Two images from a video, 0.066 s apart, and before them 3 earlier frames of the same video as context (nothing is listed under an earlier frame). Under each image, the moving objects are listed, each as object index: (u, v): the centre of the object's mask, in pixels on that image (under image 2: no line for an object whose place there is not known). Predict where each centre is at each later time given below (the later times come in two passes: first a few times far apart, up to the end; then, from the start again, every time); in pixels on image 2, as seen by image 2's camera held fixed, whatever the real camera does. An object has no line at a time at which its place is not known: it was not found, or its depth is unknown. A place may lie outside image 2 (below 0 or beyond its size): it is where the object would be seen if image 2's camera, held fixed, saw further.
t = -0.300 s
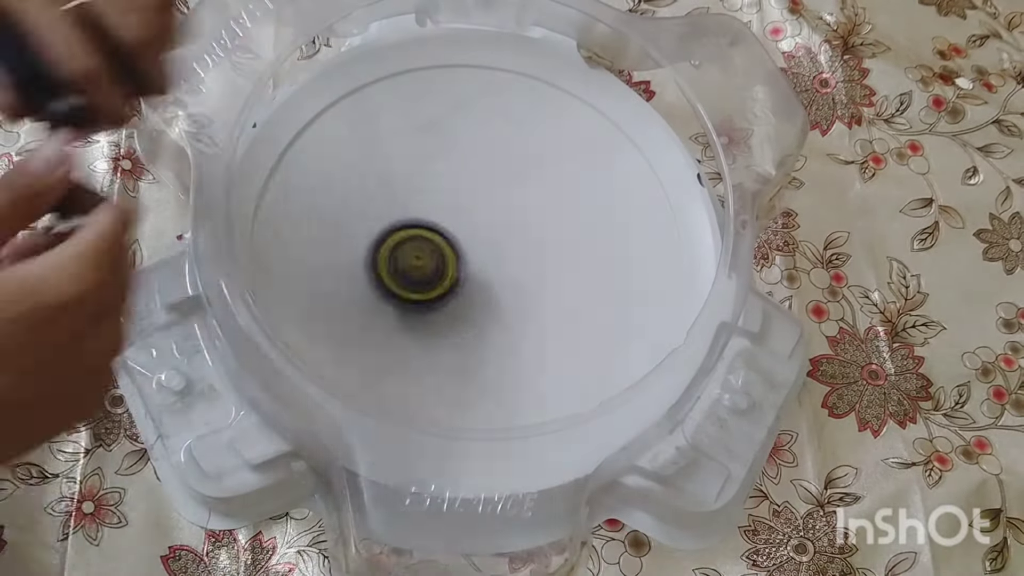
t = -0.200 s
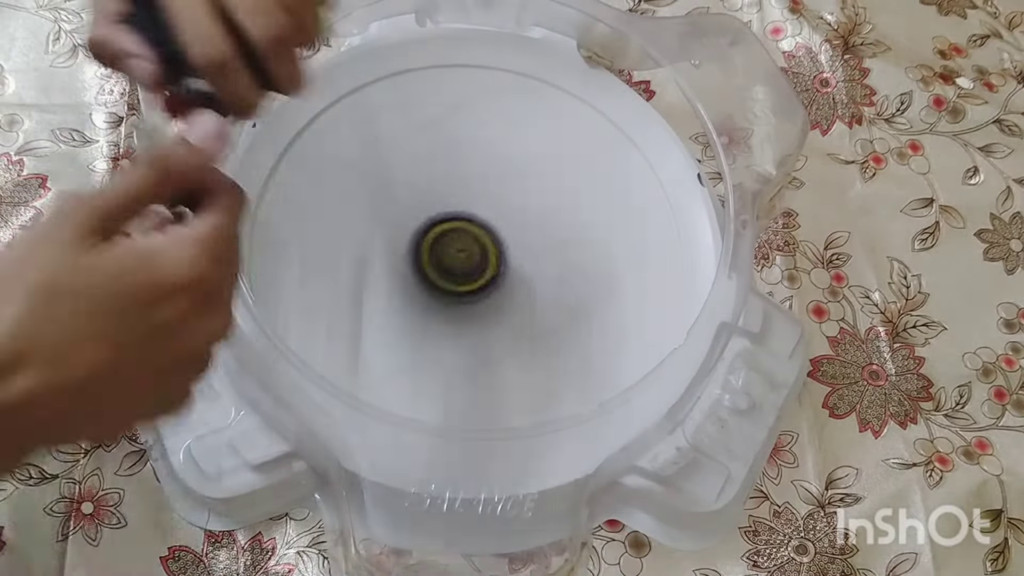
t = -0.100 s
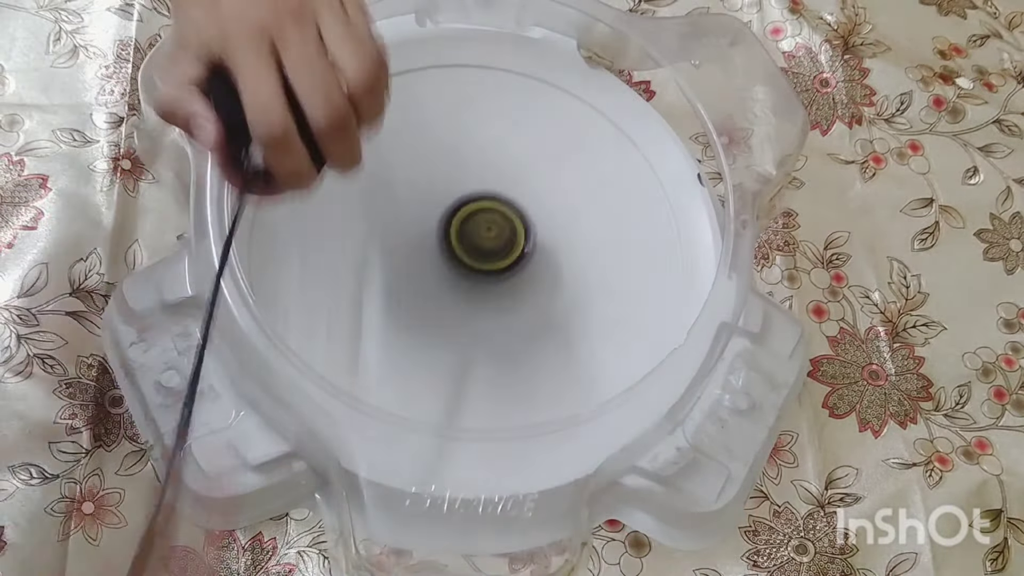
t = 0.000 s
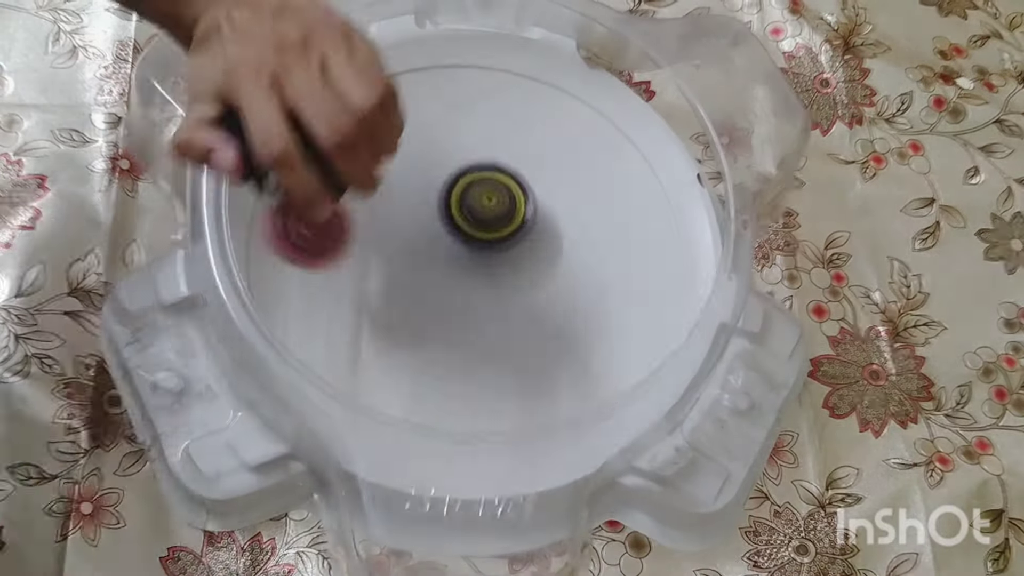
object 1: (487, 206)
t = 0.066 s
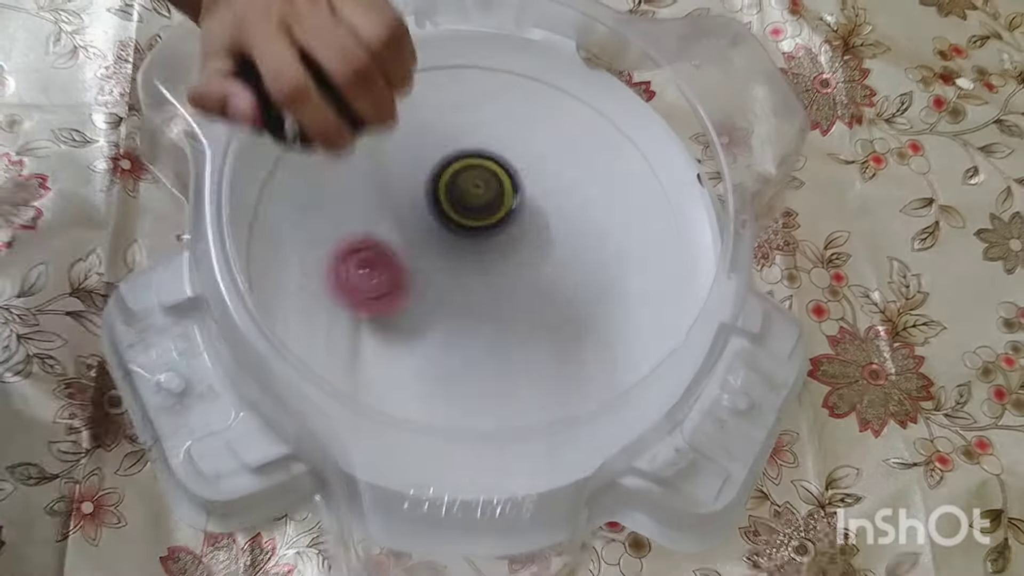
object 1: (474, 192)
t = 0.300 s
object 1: (435, 199)
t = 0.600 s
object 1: (505, 257)
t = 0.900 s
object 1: (523, 211)
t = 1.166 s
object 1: (482, 280)
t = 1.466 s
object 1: (523, 298)
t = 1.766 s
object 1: (460, 313)
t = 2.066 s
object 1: (471, 313)
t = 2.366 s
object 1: (407, 295)
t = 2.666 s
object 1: (409, 292)
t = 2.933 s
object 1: (404, 250)
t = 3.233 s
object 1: (410, 243)
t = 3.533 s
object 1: (445, 226)
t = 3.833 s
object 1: (467, 235)
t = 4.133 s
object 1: (490, 240)
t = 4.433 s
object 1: (501, 258)
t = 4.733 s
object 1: (493, 291)
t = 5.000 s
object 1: (475, 312)
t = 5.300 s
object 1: (466, 314)
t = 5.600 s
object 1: (431, 287)
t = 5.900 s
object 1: (394, 270)
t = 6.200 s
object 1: (408, 265)
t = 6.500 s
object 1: (452, 237)
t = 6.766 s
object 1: (460, 215)
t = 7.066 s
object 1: (461, 237)
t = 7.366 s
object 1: (497, 277)
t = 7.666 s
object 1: (522, 279)
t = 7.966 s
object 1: (482, 275)
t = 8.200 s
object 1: (442, 281)
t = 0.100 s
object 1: (466, 188)
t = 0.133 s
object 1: (459, 188)
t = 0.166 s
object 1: (455, 183)
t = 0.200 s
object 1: (451, 182)
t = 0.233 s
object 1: (444, 185)
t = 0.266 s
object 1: (439, 191)
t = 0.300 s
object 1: (435, 199)
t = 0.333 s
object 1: (434, 209)
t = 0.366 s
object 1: (437, 217)
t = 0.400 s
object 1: (442, 229)
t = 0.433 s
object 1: (449, 238)
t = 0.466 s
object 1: (459, 245)
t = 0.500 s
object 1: (470, 251)
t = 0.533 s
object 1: (482, 256)
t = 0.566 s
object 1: (493, 258)
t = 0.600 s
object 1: (505, 257)
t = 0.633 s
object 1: (515, 255)
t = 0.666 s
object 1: (524, 251)
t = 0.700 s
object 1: (531, 246)
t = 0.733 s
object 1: (535, 239)
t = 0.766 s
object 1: (537, 233)
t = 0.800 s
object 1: (536, 226)
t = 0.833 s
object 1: (533, 219)
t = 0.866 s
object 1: (529, 211)
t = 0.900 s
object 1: (523, 211)
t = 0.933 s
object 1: (512, 216)
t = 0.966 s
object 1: (502, 223)
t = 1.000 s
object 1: (494, 230)
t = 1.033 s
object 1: (488, 239)
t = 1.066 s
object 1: (483, 248)
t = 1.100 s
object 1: (481, 258)
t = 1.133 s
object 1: (480, 268)
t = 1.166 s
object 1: (482, 280)
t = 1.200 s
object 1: (486, 289)
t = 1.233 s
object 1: (490, 298)
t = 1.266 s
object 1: (496, 304)
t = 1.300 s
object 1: (503, 309)
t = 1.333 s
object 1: (510, 310)
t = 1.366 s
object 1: (517, 311)
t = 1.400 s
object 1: (522, 308)
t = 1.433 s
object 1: (525, 302)
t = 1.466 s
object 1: (523, 298)
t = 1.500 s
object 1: (519, 293)
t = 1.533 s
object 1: (513, 289)
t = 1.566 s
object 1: (504, 288)
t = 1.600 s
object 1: (496, 288)
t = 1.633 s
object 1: (486, 291)
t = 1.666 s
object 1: (478, 295)
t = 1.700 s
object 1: (469, 300)
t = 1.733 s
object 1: (463, 306)
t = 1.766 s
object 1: (460, 313)
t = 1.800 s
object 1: (457, 319)
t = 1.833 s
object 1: (458, 325)
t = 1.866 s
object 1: (458, 329)
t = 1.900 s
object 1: (461, 332)
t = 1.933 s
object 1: (465, 332)
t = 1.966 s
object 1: (469, 330)
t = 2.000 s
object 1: (471, 326)
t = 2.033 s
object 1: (472, 319)
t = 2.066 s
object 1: (471, 313)
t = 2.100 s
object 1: (467, 308)
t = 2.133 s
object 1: (460, 304)
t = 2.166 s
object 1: (452, 301)
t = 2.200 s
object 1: (444, 298)
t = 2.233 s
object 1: (436, 296)
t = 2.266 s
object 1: (428, 295)
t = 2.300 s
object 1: (420, 294)
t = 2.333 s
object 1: (413, 294)
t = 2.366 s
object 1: (407, 295)
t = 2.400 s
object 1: (402, 297)
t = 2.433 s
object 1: (399, 298)
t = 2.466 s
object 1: (397, 299)
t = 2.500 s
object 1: (397, 301)
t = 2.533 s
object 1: (399, 301)
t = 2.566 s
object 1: (401, 300)
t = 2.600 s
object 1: (404, 299)
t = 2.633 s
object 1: (407, 296)
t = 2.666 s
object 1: (409, 292)
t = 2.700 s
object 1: (411, 288)
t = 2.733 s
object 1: (412, 282)
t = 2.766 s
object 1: (411, 276)
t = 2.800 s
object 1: (411, 270)
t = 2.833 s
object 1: (409, 263)
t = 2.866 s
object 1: (408, 259)
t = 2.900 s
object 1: (406, 254)
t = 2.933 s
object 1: (404, 250)
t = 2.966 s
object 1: (403, 248)
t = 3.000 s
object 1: (402, 245)
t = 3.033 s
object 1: (401, 244)
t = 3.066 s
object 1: (400, 243)
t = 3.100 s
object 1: (401, 243)
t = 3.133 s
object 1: (401, 243)
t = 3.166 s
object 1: (404, 243)
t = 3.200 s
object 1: (407, 243)
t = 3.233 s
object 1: (410, 243)
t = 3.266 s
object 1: (415, 242)
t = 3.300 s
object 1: (421, 241)
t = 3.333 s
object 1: (427, 240)
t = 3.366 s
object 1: (432, 238)
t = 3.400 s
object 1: (437, 237)
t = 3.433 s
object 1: (441, 234)
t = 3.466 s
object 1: (442, 230)
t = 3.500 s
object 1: (444, 227)
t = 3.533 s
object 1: (445, 226)
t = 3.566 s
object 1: (445, 225)
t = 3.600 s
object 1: (445, 226)
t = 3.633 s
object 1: (446, 228)
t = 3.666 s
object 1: (448, 229)
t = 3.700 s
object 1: (450, 229)
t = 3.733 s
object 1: (454, 231)
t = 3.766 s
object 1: (458, 232)
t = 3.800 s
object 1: (463, 234)
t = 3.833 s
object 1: (467, 235)
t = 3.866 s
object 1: (470, 236)
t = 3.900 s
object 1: (473, 237)
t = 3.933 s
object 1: (477, 239)
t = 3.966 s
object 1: (479, 240)
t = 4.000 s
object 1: (481, 240)
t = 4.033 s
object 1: (482, 240)
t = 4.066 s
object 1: (485, 239)
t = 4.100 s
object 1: (488, 239)
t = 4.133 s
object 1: (490, 240)
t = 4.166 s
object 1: (493, 241)
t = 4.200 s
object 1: (495, 242)
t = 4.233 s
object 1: (498, 243)
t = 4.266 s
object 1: (499, 246)
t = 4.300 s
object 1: (501, 247)
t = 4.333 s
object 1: (501, 249)
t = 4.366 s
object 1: (501, 252)
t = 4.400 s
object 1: (501, 255)
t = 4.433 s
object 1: (501, 258)
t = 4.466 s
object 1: (499, 261)
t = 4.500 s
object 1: (499, 264)
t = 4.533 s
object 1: (499, 267)
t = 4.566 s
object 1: (498, 272)
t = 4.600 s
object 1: (497, 275)
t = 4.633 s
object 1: (496, 278)
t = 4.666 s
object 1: (496, 282)
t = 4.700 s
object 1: (494, 287)
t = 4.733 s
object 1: (493, 291)
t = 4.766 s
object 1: (491, 295)
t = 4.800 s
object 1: (489, 298)
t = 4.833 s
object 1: (488, 302)
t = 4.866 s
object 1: (487, 305)
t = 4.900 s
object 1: (485, 307)
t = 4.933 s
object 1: (483, 308)
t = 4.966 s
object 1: (480, 308)
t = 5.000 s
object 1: (475, 312)
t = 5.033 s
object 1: (472, 316)
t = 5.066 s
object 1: (471, 319)
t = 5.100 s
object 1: (470, 320)
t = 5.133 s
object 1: (471, 320)
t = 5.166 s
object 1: (471, 319)
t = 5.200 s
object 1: (471, 317)
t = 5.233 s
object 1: (470, 316)
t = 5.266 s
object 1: (468, 315)
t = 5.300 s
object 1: (466, 314)
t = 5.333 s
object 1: (462, 313)
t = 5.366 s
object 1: (459, 310)
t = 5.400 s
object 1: (455, 307)
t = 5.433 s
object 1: (453, 305)
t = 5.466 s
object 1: (450, 302)
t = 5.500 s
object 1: (446, 298)
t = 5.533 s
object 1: (441, 294)
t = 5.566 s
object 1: (437, 290)
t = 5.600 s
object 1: (431, 287)
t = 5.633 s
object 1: (425, 284)
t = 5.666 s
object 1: (420, 282)
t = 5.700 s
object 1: (415, 279)
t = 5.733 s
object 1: (410, 277)
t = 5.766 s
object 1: (406, 274)
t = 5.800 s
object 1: (401, 272)
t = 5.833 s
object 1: (397, 271)
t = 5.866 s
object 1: (395, 270)
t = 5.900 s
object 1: (394, 270)
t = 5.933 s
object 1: (393, 270)
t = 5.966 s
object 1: (393, 270)
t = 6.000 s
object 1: (393, 271)
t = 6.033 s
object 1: (394, 271)
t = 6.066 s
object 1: (396, 271)
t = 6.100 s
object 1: (399, 271)
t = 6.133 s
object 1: (402, 269)
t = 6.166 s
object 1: (405, 267)
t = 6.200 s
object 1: (408, 265)
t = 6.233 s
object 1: (410, 263)
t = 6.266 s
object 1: (415, 262)
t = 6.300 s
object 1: (420, 259)
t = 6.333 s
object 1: (424, 257)
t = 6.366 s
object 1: (431, 254)
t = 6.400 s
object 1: (437, 250)
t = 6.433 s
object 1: (443, 246)
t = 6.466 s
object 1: (448, 242)
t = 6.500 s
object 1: (452, 237)
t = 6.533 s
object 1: (456, 232)
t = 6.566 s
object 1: (459, 228)
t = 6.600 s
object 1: (460, 224)
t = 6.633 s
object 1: (461, 220)
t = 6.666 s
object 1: (461, 218)
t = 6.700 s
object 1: (461, 215)
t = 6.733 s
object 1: (461, 215)
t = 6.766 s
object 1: (460, 215)
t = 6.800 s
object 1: (459, 214)
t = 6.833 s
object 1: (459, 214)
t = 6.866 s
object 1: (458, 216)
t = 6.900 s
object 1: (457, 218)
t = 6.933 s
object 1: (457, 221)
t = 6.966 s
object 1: (457, 225)
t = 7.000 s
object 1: (457, 228)
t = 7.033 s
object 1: (458, 233)
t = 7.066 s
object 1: (461, 237)
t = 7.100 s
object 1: (464, 243)
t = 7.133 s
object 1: (466, 250)
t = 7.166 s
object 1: (470, 256)
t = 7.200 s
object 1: (474, 260)
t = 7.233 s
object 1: (481, 265)
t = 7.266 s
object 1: (485, 269)
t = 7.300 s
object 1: (490, 273)
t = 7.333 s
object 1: (494, 275)
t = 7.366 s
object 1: (497, 277)
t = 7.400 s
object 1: (501, 279)
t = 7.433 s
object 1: (508, 281)
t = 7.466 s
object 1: (513, 284)
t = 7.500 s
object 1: (517, 284)
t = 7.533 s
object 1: (520, 283)
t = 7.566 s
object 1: (522, 282)
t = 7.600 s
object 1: (523, 281)
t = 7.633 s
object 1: (523, 280)
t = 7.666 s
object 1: (522, 279)
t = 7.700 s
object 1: (519, 278)
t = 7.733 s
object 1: (516, 278)
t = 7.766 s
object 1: (511, 278)
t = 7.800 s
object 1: (505, 278)
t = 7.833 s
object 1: (499, 280)
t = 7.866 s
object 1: (493, 282)
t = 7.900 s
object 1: (491, 279)
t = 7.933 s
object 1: (487, 276)
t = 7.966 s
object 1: (482, 275)
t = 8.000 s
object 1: (477, 275)
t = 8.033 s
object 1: (471, 275)
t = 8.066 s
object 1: (465, 275)
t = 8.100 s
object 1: (459, 276)
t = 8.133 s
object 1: (454, 277)
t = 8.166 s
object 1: (448, 279)
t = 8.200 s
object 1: (442, 281)
